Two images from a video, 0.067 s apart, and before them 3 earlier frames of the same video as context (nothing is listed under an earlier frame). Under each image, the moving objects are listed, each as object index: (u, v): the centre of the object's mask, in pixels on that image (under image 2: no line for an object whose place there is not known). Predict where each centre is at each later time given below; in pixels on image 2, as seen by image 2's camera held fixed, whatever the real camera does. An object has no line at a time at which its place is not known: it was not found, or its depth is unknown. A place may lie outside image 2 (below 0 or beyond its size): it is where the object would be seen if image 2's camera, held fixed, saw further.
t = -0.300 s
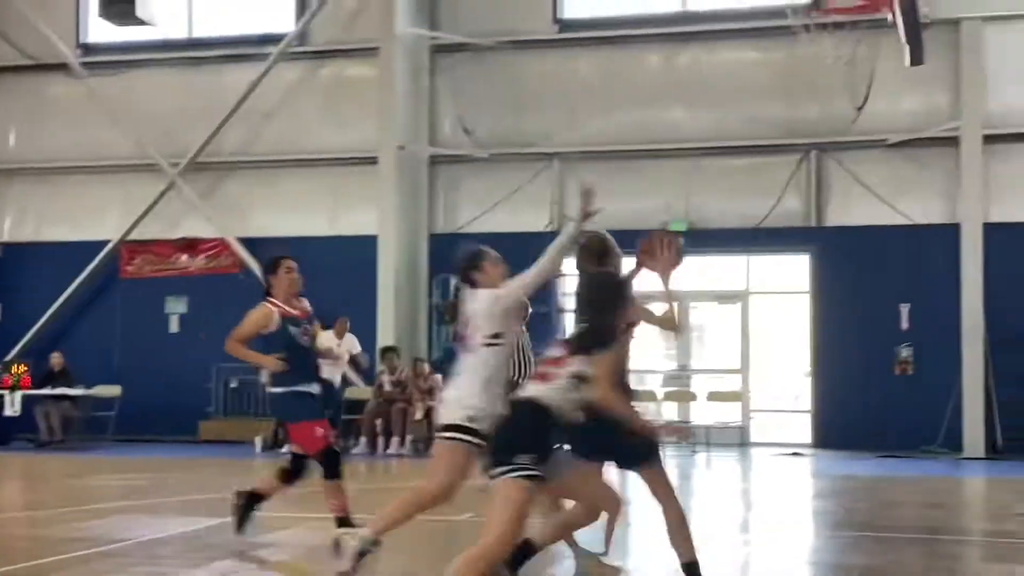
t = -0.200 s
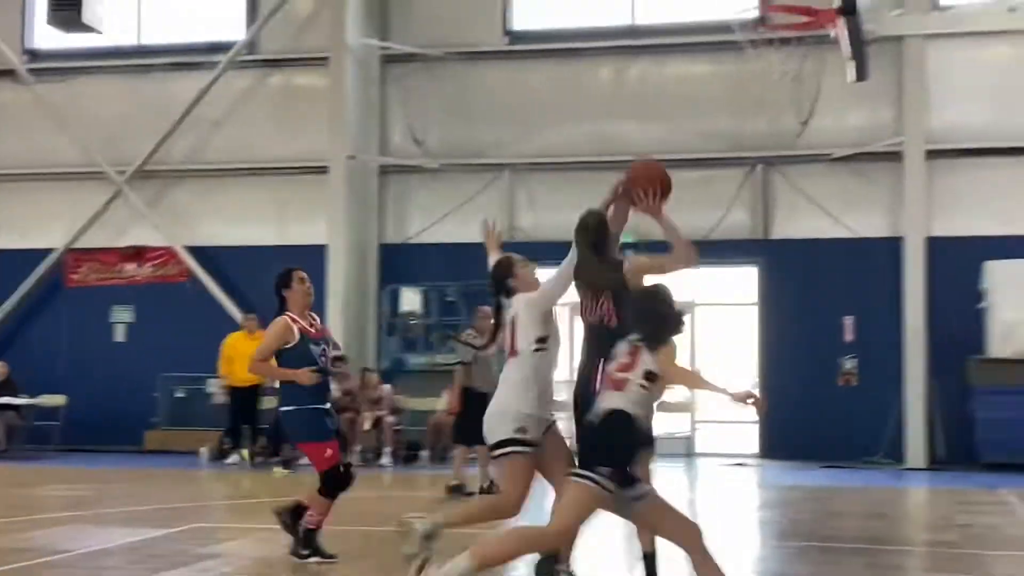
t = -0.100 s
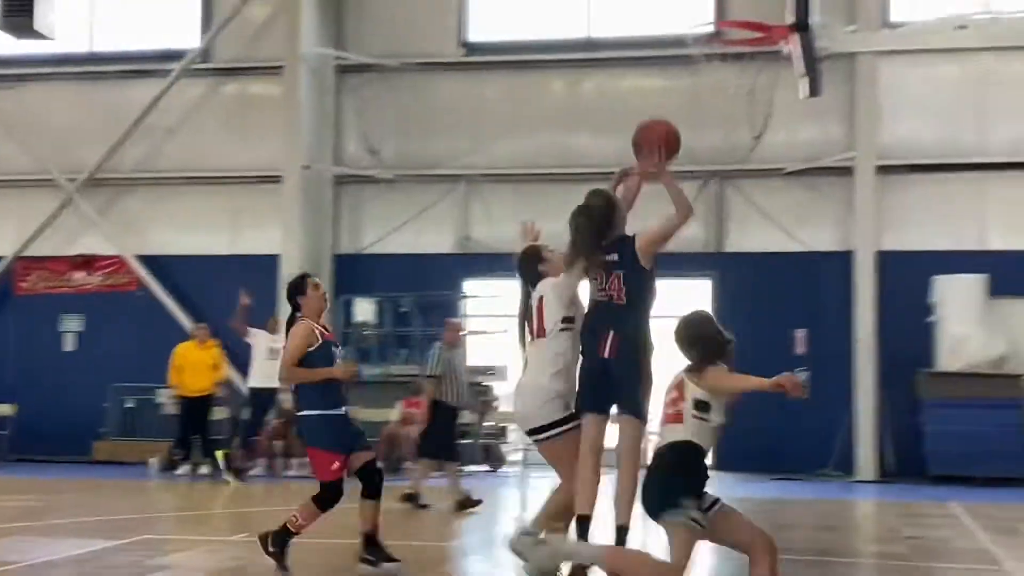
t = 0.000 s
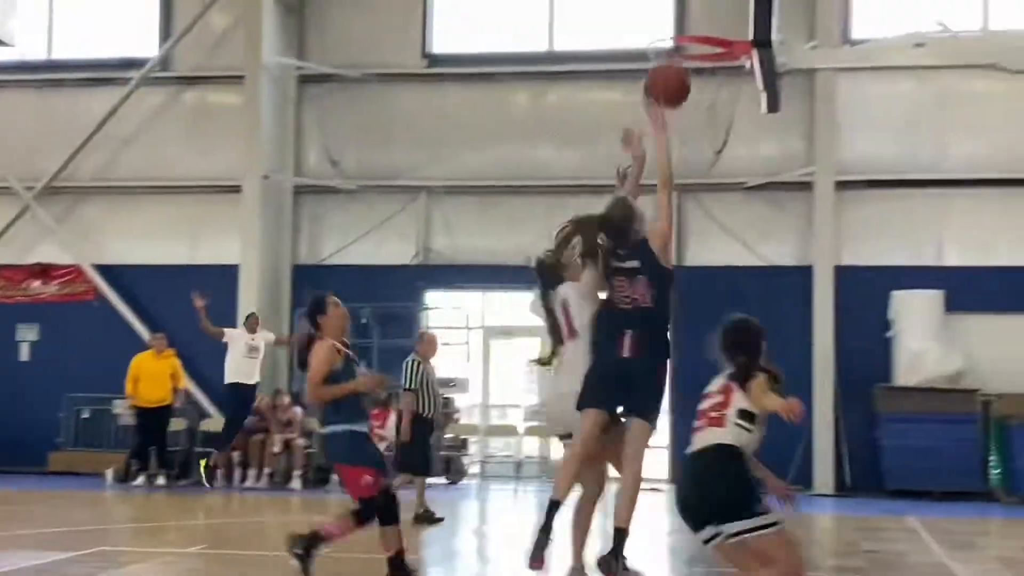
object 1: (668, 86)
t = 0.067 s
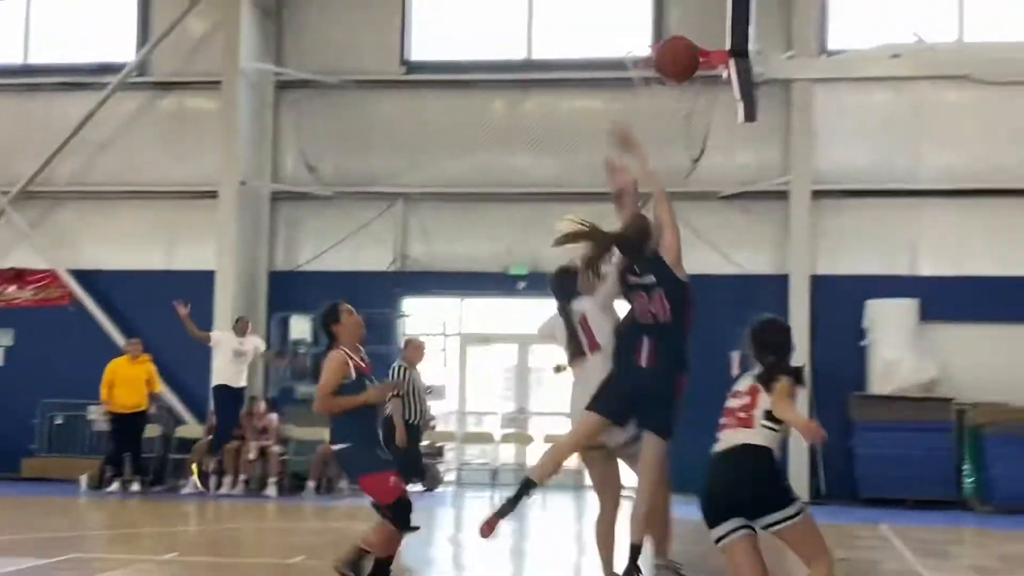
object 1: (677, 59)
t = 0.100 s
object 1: (692, 45)
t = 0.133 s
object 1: (708, 33)
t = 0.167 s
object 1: (714, 26)
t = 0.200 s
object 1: (705, 22)
